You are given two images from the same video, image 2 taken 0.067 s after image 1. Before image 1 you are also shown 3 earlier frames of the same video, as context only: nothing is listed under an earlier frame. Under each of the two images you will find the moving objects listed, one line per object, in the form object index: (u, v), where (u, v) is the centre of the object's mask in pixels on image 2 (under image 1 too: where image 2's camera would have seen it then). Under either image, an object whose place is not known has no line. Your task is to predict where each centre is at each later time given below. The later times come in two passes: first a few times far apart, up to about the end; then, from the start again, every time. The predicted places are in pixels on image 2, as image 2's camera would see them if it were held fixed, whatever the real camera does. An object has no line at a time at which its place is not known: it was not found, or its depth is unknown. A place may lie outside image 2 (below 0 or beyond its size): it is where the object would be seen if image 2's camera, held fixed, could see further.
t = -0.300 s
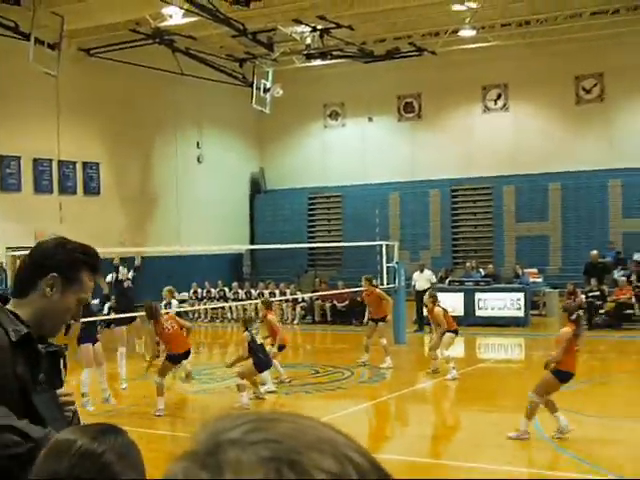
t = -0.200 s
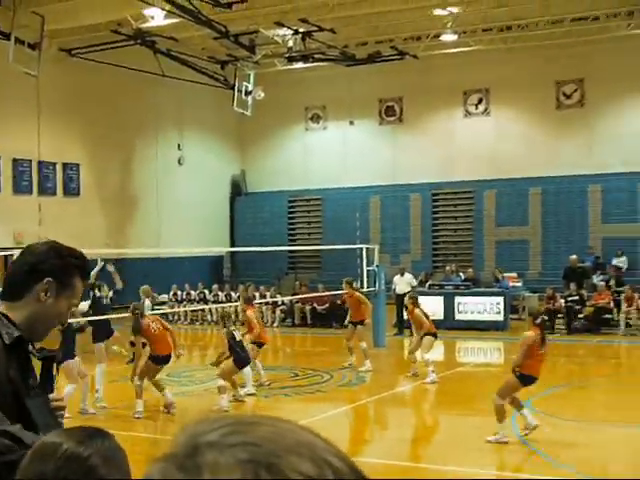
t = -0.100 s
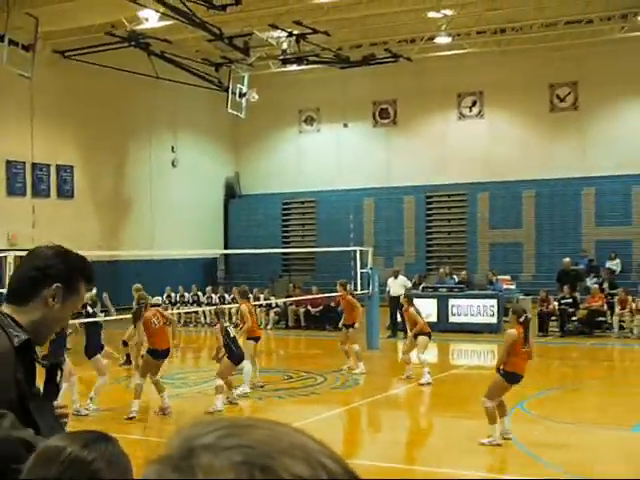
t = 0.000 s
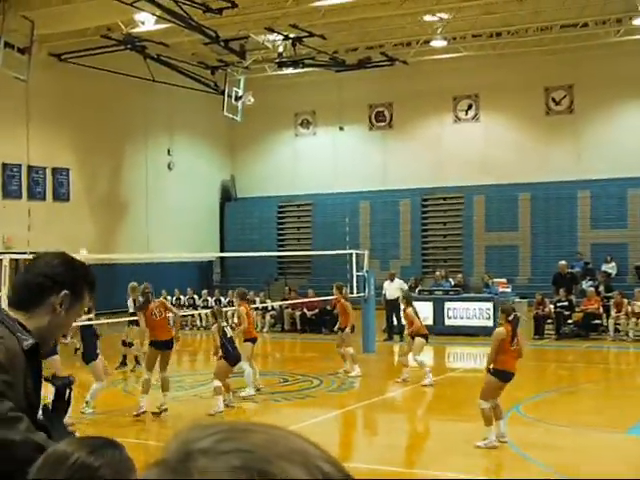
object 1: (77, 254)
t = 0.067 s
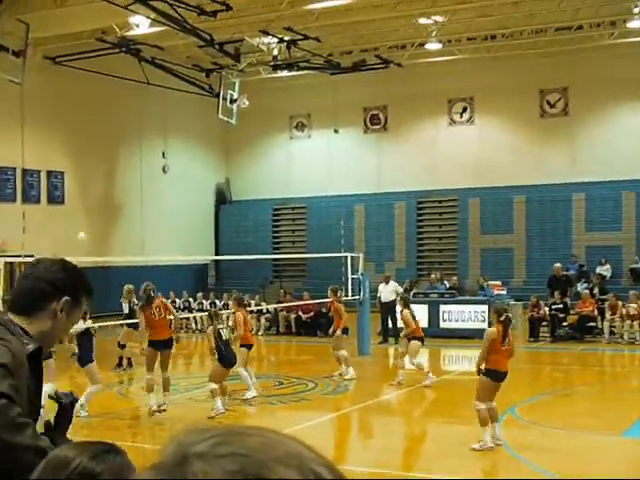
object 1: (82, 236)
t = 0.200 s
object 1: (91, 202)
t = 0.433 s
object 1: (107, 162)
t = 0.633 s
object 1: (123, 145)
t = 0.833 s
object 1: (139, 147)
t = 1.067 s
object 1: (159, 176)
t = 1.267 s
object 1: (178, 222)
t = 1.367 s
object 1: (188, 253)
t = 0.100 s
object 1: (84, 226)
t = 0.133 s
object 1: (86, 218)
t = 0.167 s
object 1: (89, 210)
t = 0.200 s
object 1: (91, 202)
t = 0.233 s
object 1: (94, 195)
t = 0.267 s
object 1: (96, 188)
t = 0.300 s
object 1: (98, 182)
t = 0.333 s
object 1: (101, 176)
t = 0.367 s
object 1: (103, 171)
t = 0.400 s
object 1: (105, 166)
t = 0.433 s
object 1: (107, 162)
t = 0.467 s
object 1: (110, 158)
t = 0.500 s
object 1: (113, 155)
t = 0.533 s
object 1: (115, 151)
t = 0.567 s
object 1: (117, 148)
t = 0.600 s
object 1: (120, 146)
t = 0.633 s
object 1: (123, 145)
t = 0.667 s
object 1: (125, 144)
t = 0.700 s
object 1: (128, 143)
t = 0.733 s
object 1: (131, 143)
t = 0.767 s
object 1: (134, 143)
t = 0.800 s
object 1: (137, 145)
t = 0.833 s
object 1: (139, 147)
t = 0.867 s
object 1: (142, 149)
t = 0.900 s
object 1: (145, 152)
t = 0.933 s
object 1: (148, 156)
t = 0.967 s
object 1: (151, 159)
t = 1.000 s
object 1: (154, 165)
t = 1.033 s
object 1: (157, 170)
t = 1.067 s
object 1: (159, 176)
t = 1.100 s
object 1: (164, 181)
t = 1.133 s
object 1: (166, 189)
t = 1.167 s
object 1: (170, 196)
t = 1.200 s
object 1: (172, 204)
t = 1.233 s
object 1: (175, 213)
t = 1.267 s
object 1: (178, 222)
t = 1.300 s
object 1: (181, 233)
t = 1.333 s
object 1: (185, 244)
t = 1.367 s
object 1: (188, 253)
